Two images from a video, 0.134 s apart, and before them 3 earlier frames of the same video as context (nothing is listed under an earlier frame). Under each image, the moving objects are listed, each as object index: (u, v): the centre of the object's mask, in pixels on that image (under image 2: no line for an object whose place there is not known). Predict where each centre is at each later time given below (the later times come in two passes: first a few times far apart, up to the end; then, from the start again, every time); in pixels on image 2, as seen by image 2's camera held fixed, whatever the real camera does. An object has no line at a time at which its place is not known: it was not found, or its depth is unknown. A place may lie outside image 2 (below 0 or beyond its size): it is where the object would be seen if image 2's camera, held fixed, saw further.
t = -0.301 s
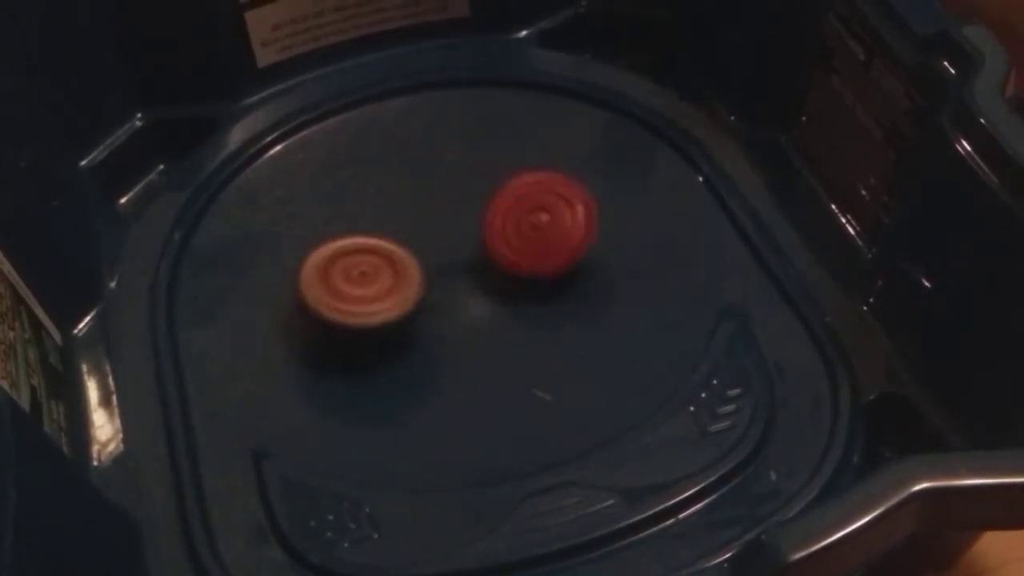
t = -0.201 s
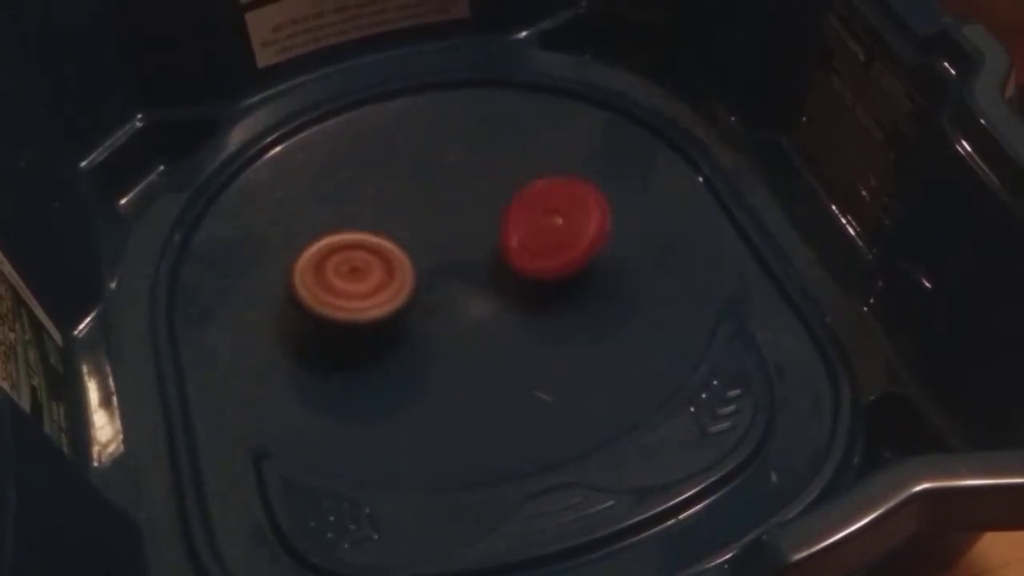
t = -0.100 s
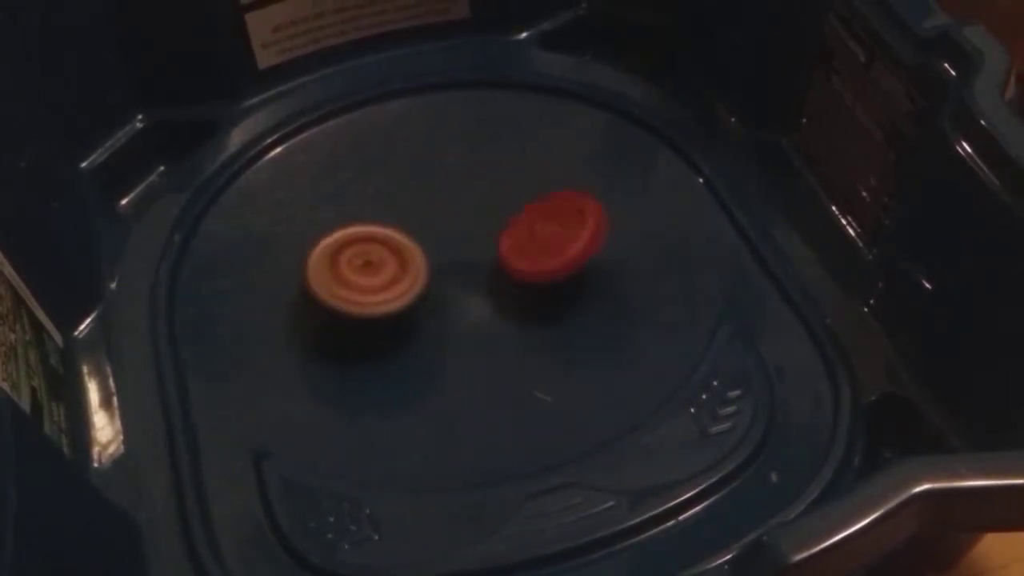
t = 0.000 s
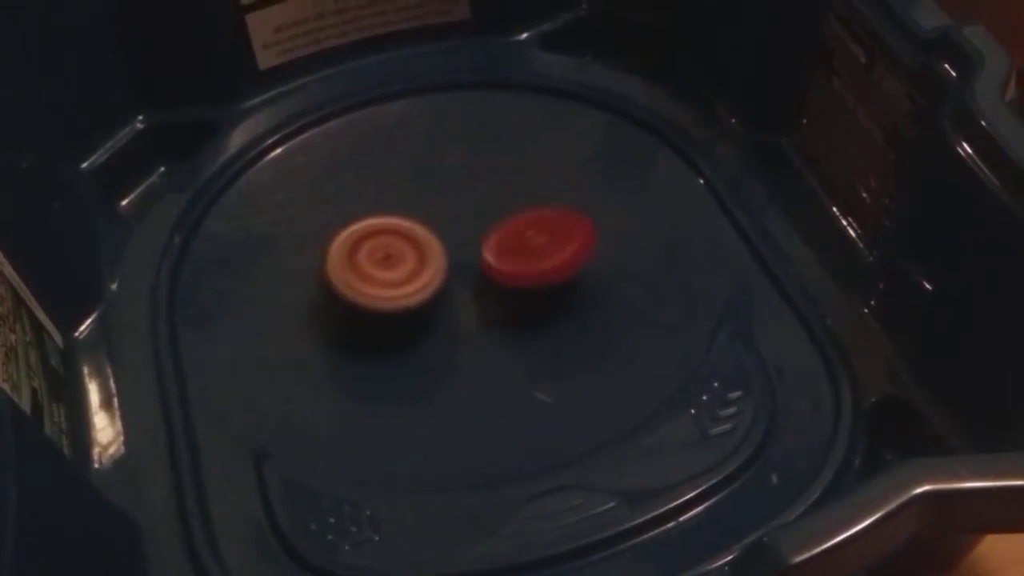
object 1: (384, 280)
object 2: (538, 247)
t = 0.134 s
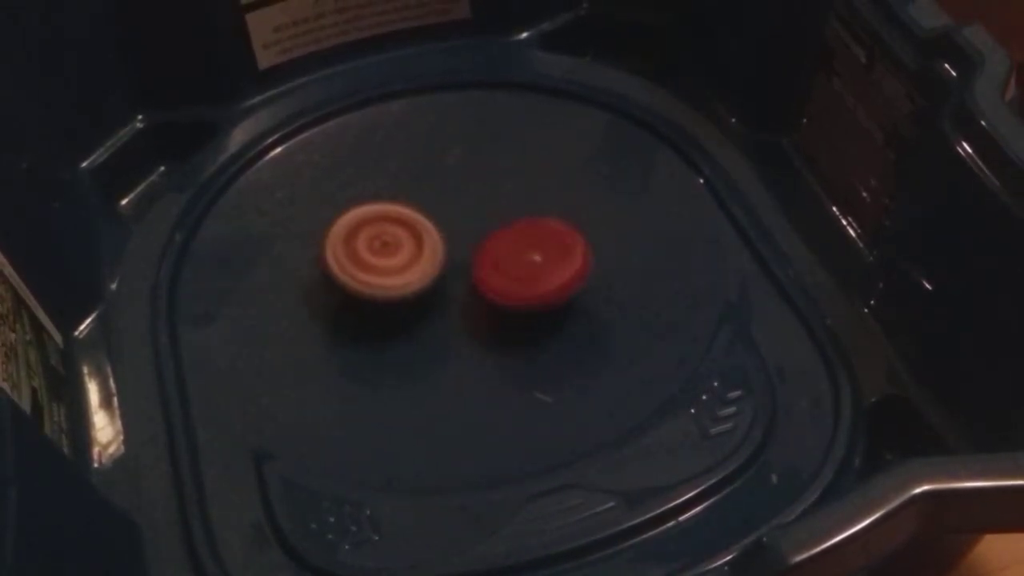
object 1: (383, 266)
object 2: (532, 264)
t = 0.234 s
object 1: (381, 255)
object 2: (527, 274)
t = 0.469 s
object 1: (410, 235)
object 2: (514, 275)
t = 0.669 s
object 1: (416, 223)
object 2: (522, 309)
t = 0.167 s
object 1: (380, 262)
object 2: (531, 269)
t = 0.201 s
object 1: (379, 259)
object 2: (528, 271)
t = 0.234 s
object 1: (381, 255)
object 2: (527, 274)
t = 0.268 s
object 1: (385, 250)
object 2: (523, 275)
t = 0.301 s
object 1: (390, 248)
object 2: (521, 274)
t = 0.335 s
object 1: (394, 245)
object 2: (520, 273)
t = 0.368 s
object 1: (398, 243)
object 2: (518, 271)
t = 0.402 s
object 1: (403, 241)
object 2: (517, 271)
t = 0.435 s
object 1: (407, 238)
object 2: (516, 272)
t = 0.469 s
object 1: (410, 235)
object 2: (514, 275)
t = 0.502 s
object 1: (408, 230)
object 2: (514, 283)
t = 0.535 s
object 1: (406, 225)
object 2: (522, 292)
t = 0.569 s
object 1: (407, 224)
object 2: (524, 297)
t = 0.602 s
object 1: (410, 223)
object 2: (525, 302)
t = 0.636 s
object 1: (413, 223)
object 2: (524, 305)
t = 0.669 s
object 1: (416, 223)
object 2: (522, 309)
